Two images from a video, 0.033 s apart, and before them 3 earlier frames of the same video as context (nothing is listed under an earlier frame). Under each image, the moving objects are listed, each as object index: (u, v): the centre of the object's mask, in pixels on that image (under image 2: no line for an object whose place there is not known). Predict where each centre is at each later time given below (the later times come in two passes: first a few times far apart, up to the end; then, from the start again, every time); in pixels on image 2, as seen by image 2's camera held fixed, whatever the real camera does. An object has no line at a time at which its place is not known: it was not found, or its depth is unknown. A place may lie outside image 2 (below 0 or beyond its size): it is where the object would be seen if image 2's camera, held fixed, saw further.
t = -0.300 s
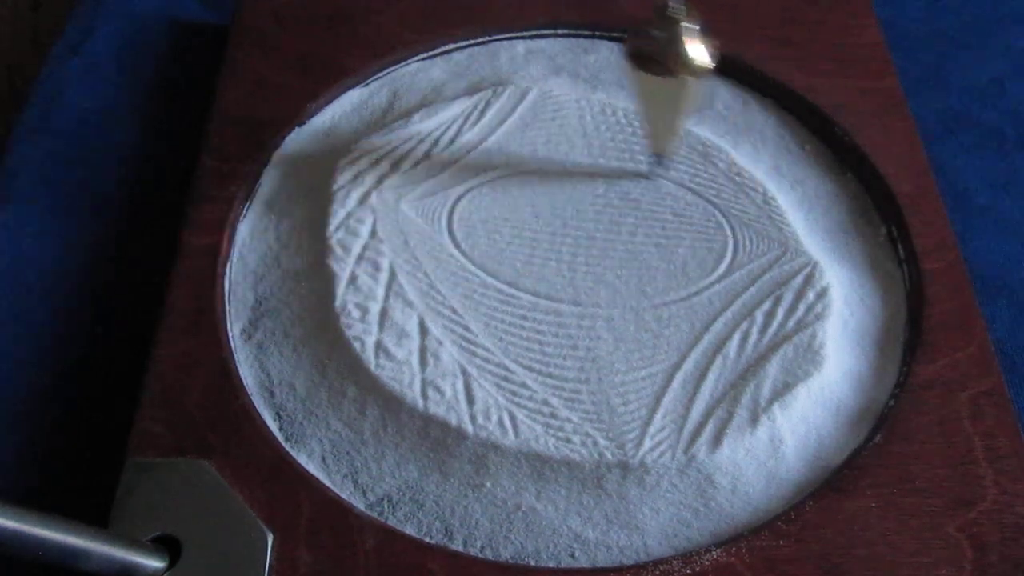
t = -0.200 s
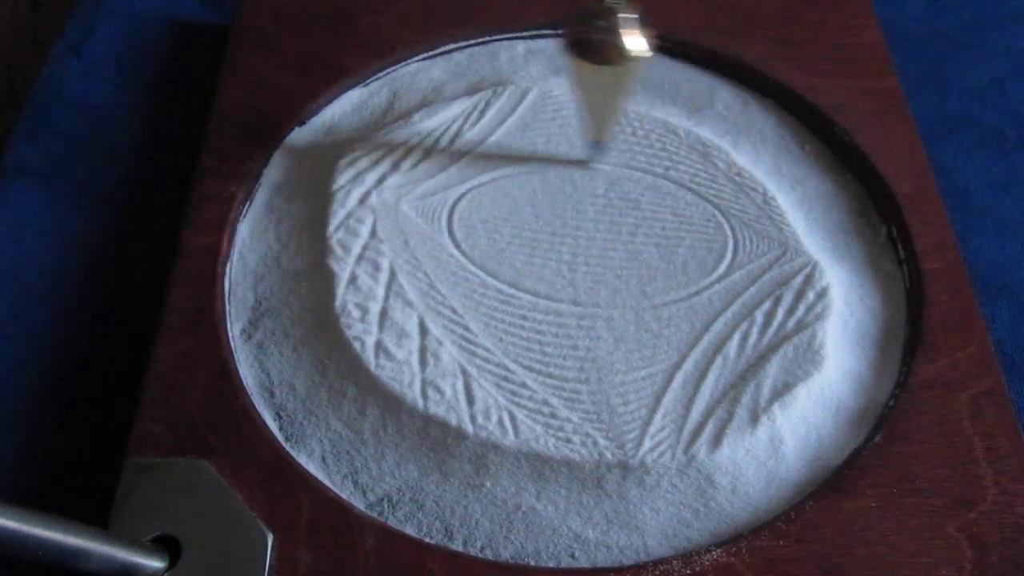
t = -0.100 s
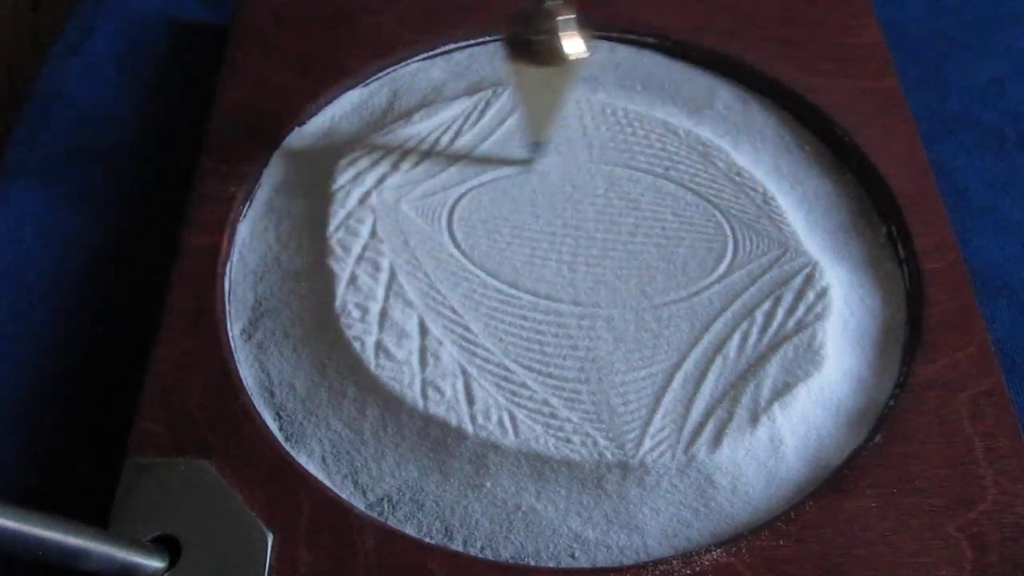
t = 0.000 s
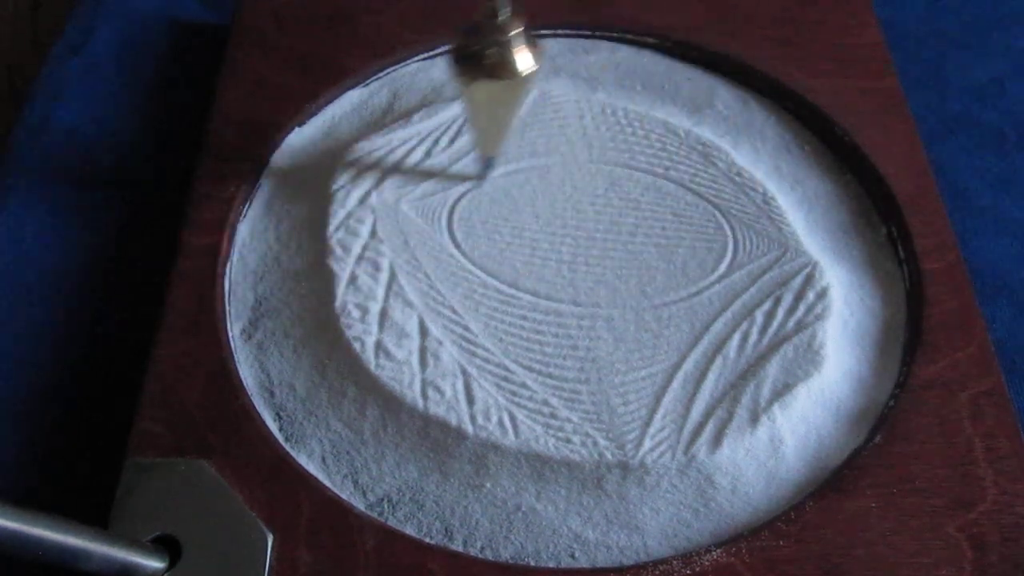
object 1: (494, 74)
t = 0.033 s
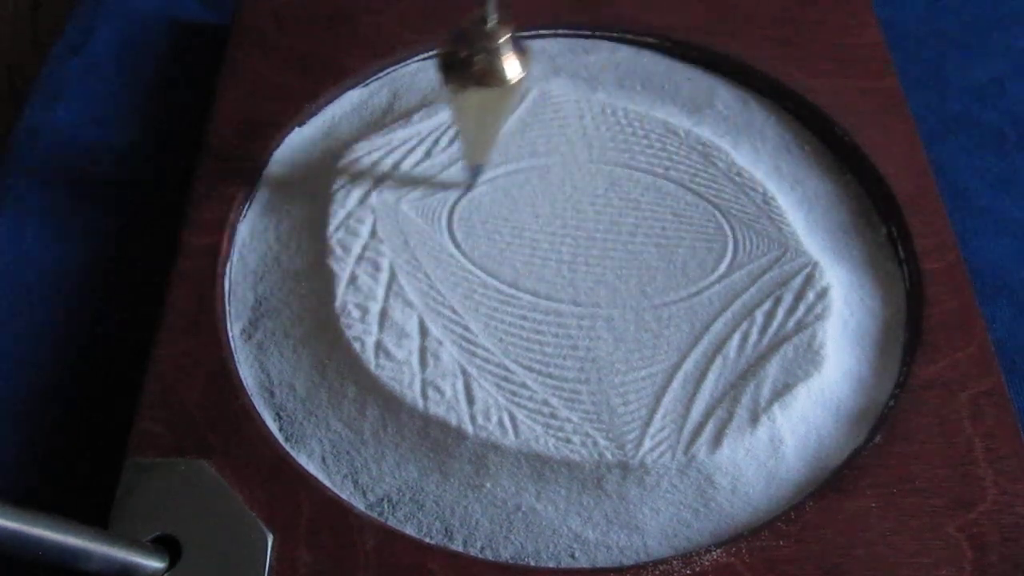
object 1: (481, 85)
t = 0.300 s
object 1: (502, 166)
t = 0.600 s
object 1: (690, 183)
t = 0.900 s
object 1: (711, 90)
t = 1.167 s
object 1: (567, 59)
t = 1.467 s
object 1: (471, 123)
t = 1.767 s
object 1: (604, 201)
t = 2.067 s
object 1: (727, 137)
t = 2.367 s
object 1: (625, 54)
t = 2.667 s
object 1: (487, 87)
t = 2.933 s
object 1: (526, 183)
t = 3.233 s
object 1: (691, 182)
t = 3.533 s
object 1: (686, 73)
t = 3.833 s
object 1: (541, 56)
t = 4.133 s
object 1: (496, 150)
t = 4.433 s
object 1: (639, 209)
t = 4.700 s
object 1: (708, 127)
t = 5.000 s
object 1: (607, 49)
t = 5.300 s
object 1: (498, 99)
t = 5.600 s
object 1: (567, 206)
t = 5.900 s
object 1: (695, 169)
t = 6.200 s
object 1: (649, 58)
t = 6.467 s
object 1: (537, 57)
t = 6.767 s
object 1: (519, 164)
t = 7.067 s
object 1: (648, 211)
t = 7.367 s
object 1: (682, 101)
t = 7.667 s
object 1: (579, 48)
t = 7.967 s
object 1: (513, 121)
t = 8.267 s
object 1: (603, 219)
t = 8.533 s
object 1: (683, 161)
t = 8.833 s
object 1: (628, 52)
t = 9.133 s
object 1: (533, 67)
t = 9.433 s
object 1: (552, 194)
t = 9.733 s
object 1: (659, 201)
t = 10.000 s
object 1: (660, 88)
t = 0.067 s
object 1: (471, 92)
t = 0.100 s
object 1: (466, 102)
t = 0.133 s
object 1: (463, 112)
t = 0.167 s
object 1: (464, 121)
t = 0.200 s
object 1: (468, 132)
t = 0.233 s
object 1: (476, 145)
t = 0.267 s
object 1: (487, 154)
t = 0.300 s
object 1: (502, 166)
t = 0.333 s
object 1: (519, 176)
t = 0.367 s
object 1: (540, 183)
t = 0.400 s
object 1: (561, 190)
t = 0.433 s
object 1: (584, 194)
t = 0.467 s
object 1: (607, 196)
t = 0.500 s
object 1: (629, 197)
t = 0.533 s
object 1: (650, 194)
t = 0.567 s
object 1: (671, 191)
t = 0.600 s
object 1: (690, 183)
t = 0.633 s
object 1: (705, 176)
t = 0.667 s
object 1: (718, 164)
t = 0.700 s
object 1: (728, 155)
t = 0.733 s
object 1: (733, 145)
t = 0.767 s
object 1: (735, 135)
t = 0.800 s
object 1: (733, 124)
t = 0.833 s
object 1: (728, 112)
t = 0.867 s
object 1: (721, 101)
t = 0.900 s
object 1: (711, 90)
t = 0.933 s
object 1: (698, 78)
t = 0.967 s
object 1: (682, 71)
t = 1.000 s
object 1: (665, 66)
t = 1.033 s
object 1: (646, 60)
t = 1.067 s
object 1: (626, 59)
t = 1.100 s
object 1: (606, 60)
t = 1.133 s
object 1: (586, 57)
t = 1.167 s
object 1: (567, 59)
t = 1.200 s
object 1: (546, 60)
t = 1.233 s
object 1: (530, 62)
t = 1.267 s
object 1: (515, 65)
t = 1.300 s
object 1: (500, 73)
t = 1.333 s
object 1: (489, 78)
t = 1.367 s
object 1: (480, 87)
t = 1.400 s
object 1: (474, 101)
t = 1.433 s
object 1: (471, 113)
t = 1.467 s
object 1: (471, 123)
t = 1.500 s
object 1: (475, 134)
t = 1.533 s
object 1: (482, 147)
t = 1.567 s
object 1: (492, 158)
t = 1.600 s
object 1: (506, 168)
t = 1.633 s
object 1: (523, 180)
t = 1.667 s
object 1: (541, 187)
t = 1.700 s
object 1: (561, 195)
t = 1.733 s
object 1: (583, 199)
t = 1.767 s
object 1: (604, 201)
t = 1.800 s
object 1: (626, 201)
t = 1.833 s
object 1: (647, 199)
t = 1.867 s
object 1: (666, 195)
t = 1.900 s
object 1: (683, 188)
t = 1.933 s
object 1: (698, 180)
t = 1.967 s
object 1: (711, 170)
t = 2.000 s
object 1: (719, 159)
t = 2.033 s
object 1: (724, 150)
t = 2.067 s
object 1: (727, 137)
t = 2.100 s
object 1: (725, 125)
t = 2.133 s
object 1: (720, 111)
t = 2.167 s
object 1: (714, 100)
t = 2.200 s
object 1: (705, 86)
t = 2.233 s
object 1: (693, 76)
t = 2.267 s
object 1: (679, 70)
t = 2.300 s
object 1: (661, 63)
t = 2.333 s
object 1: (644, 59)
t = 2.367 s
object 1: (625, 54)
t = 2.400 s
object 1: (607, 54)
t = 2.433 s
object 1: (589, 52)
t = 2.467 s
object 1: (570, 54)
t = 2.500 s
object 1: (552, 55)
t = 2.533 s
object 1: (535, 58)
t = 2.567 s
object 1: (520, 63)
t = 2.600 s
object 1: (507, 69)
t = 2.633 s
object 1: (496, 77)
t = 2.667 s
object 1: (487, 87)
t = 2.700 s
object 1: (482, 100)
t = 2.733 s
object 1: (479, 111)
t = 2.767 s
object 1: (479, 123)
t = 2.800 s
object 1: (482, 135)
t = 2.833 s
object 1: (489, 148)
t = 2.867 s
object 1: (498, 162)
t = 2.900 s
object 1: (511, 173)
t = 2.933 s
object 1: (526, 183)
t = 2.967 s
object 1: (544, 192)
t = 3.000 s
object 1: (562, 199)
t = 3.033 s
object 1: (583, 203)
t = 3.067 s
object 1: (604, 205)
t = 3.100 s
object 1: (623, 207)
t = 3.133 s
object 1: (643, 204)
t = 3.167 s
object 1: (661, 199)
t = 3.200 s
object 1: (678, 192)
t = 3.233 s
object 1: (691, 182)
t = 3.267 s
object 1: (703, 174)
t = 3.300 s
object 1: (711, 163)
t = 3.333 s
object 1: (716, 151)
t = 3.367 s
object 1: (718, 138)
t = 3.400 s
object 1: (717, 125)
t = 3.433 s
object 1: (713, 111)
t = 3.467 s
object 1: (707, 99)
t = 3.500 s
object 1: (697, 86)
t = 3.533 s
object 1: (686, 73)
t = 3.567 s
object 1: (673, 67)
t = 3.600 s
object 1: (657, 60)
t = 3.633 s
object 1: (642, 55)
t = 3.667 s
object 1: (625, 54)
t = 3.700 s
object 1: (608, 51)
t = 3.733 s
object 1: (590, 51)
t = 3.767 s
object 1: (574, 52)
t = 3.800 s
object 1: (557, 53)
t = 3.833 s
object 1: (541, 56)
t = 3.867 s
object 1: (526, 60)
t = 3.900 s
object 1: (514, 67)
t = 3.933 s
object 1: (503, 75)
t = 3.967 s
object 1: (495, 88)
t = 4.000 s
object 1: (489, 100)
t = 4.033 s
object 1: (487, 111)
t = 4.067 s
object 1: (487, 123)
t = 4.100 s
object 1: (490, 136)
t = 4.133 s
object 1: (496, 150)
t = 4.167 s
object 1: (505, 163)
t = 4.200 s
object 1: (517, 174)
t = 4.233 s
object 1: (531, 185)
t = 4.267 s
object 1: (547, 195)
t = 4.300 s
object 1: (565, 203)
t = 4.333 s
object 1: (583, 208)
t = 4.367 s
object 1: (602, 210)
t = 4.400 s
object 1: (621, 210)
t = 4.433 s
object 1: (639, 209)
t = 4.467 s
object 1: (656, 204)
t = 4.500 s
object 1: (672, 198)
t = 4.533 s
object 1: (684, 189)
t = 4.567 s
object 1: (696, 177)
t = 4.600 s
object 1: (703, 165)
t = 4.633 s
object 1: (708, 153)
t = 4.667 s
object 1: (709, 140)
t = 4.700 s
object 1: (708, 127)
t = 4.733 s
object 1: (705, 111)
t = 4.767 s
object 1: (698, 99)
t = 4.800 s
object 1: (691, 83)
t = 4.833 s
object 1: (681, 74)
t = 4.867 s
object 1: (668, 65)
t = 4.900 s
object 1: (653, 59)
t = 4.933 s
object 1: (638, 55)
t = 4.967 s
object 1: (623, 52)
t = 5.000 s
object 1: (607, 49)
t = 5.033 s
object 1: (590, 49)
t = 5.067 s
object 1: (575, 49)
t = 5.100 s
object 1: (559, 51)
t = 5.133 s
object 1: (544, 54)
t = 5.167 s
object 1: (532, 59)
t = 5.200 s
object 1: (520, 66)
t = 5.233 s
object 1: (511, 73)
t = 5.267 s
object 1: (503, 87)
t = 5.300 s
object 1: (498, 99)
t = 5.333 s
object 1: (495, 111)
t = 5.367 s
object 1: (495, 123)
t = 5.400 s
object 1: (498, 137)
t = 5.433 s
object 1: (504, 150)
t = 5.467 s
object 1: (512, 164)
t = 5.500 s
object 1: (522, 177)
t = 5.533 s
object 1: (536, 188)
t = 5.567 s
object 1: (550, 198)
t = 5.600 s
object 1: (567, 206)
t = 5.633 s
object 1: (585, 210)
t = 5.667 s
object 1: (602, 214)
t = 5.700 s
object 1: (619, 215)
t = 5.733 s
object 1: (636, 213)
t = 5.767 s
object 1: (651, 206)
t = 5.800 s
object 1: (666, 200)
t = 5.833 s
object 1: (678, 192)
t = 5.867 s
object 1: (688, 181)
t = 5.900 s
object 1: (695, 169)
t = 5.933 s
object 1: (699, 157)
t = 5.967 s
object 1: (701, 144)
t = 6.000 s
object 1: (699, 128)
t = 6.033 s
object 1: (696, 113)
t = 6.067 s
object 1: (691, 98)
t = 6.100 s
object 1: (683, 86)
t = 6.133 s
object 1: (674, 74)
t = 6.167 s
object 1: (661, 64)
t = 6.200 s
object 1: (649, 58)
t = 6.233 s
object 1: (635, 54)
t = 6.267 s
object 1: (621, 50)
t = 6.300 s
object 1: (607, 50)
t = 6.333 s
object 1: (591, 48)
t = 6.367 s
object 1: (577, 49)
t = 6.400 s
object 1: (563, 50)
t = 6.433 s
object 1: (549, 53)
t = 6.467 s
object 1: (537, 57)
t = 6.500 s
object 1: (527, 62)
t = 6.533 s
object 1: (518, 69)
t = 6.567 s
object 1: (511, 82)
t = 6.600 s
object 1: (507, 96)
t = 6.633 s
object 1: (504, 109)
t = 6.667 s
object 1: (504, 122)
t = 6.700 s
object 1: (506, 136)
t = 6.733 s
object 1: (512, 149)
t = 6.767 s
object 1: (519, 164)
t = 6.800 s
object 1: (528, 178)
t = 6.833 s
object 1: (541, 190)
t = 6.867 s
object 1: (554, 200)
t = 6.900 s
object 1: (569, 209)
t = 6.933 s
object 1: (585, 214)
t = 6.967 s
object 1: (601, 217)
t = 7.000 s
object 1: (618, 218)
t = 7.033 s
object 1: (634, 215)
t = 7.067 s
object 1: (648, 211)
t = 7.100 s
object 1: (661, 205)
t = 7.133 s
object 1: (672, 194)
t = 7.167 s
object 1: (681, 185)
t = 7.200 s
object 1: (687, 171)
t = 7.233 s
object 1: (691, 159)
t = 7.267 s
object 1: (692, 145)
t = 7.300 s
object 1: (691, 131)
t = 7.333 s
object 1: (687, 115)
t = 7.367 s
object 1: (682, 101)
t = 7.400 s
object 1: (676, 85)
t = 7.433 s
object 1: (667, 75)
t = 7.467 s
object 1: (656, 64)
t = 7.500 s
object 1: (644, 58)
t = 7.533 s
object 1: (631, 53)
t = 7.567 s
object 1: (619, 51)
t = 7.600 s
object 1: (606, 49)
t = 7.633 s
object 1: (592, 48)
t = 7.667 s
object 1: (579, 48)
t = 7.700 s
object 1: (567, 49)
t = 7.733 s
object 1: (554, 51)
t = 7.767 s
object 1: (544, 55)
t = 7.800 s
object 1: (534, 61)
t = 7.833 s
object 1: (526, 68)
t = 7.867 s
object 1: (519, 79)
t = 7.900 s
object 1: (515, 94)
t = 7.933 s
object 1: (513, 107)
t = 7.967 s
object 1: (513, 121)
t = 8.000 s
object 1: (516, 136)
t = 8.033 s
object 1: (520, 150)
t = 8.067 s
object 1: (527, 165)
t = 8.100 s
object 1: (536, 181)
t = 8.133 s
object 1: (547, 190)
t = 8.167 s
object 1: (560, 200)
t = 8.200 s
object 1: (573, 210)
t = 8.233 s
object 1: (588, 216)
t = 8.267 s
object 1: (603, 219)
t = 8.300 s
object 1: (618, 221)
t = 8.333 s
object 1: (631, 219)
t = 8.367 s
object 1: (644, 214)
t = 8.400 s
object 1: (656, 208)
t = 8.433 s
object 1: (666, 198)
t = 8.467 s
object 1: (674, 187)
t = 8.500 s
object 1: (679, 176)
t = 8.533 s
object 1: (683, 161)
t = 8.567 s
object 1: (684, 148)
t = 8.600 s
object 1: (682, 133)
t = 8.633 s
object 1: (678, 118)
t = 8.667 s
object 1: (673, 103)
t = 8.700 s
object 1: (667, 89)
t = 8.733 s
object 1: (659, 75)
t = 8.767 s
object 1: (650, 65)
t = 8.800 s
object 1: (639, 57)
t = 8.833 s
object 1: (628, 52)
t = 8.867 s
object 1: (616, 49)
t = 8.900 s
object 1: (604, 47)
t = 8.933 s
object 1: (591, 47)
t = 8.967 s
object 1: (580, 47)
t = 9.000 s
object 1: (568, 48)
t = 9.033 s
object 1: (558, 50)
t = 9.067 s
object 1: (549, 53)
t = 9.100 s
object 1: (540, 59)
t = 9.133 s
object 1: (533, 67)
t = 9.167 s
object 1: (527, 76)
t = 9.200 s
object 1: (524, 92)
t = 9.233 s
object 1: (522, 105)
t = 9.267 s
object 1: (522, 120)
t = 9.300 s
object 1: (525, 135)
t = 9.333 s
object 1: (529, 151)
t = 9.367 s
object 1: (535, 166)
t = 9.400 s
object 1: (543, 180)
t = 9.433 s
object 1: (552, 194)
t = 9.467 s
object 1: (564, 203)
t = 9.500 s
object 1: (577, 210)
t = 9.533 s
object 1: (590, 217)
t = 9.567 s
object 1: (604, 221)
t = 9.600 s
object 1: (617, 222)
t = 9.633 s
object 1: (630, 221)
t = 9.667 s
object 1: (640, 217)
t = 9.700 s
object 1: (651, 210)
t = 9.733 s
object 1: (659, 201)
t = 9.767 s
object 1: (666, 191)
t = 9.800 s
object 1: (671, 179)
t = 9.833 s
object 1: (674, 164)
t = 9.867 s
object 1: (675, 149)
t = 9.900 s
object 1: (674, 134)
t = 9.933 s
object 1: (671, 117)
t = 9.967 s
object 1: (666, 103)
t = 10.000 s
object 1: (660, 88)
